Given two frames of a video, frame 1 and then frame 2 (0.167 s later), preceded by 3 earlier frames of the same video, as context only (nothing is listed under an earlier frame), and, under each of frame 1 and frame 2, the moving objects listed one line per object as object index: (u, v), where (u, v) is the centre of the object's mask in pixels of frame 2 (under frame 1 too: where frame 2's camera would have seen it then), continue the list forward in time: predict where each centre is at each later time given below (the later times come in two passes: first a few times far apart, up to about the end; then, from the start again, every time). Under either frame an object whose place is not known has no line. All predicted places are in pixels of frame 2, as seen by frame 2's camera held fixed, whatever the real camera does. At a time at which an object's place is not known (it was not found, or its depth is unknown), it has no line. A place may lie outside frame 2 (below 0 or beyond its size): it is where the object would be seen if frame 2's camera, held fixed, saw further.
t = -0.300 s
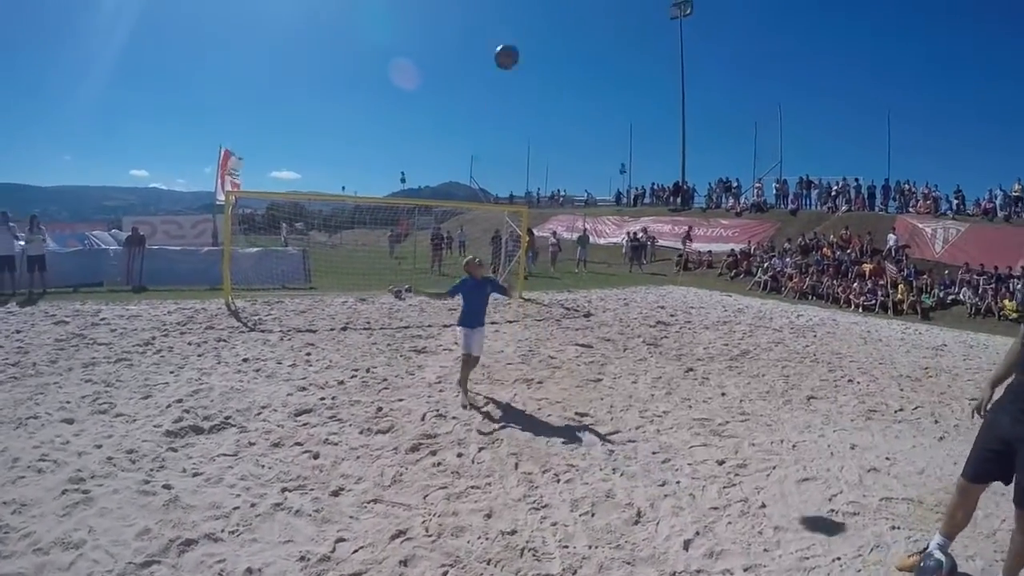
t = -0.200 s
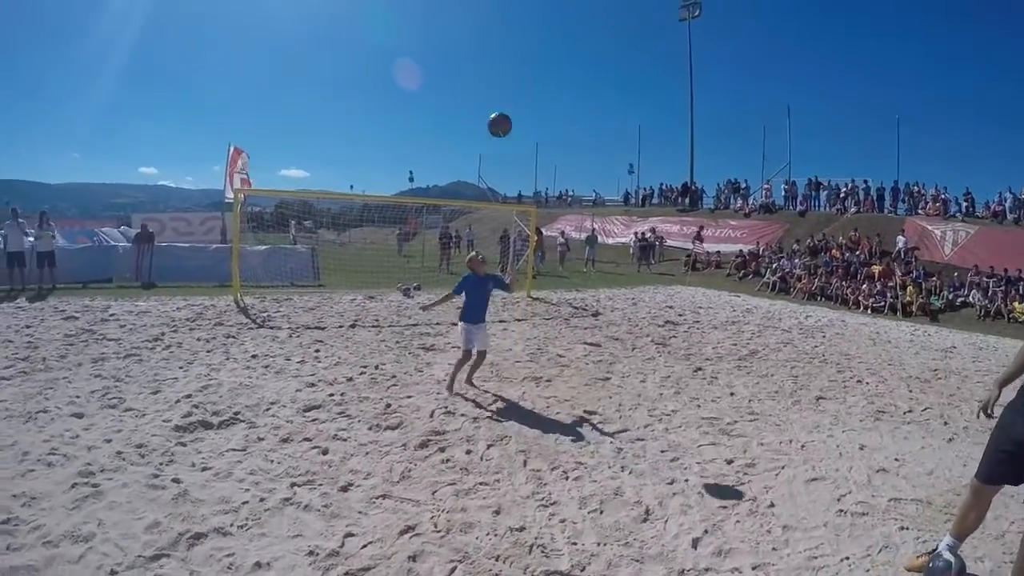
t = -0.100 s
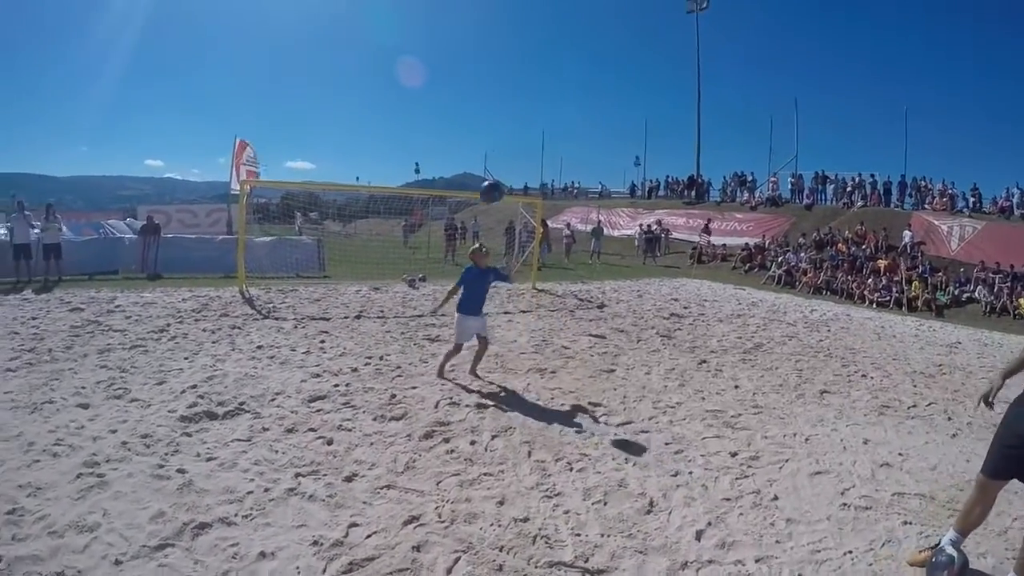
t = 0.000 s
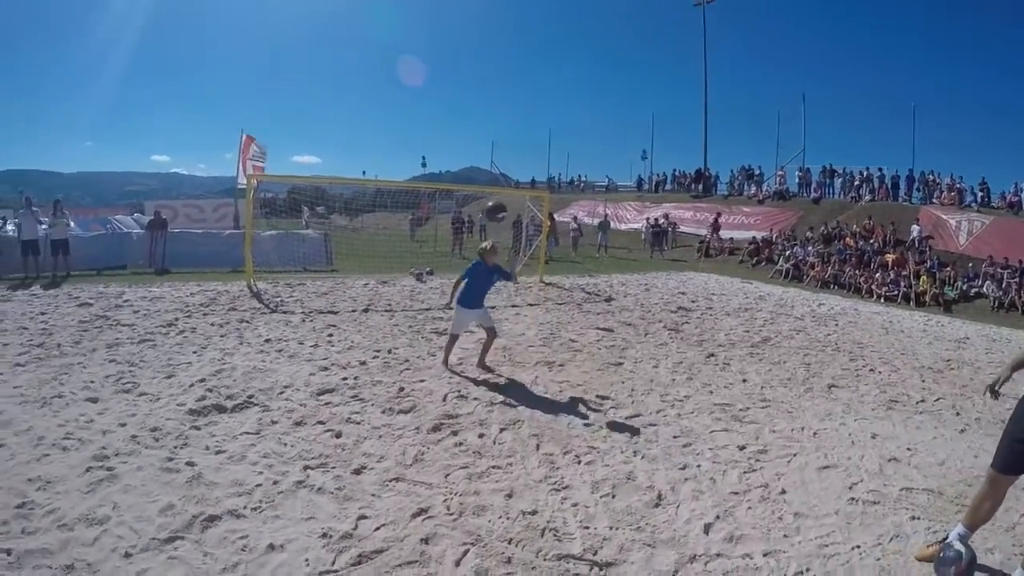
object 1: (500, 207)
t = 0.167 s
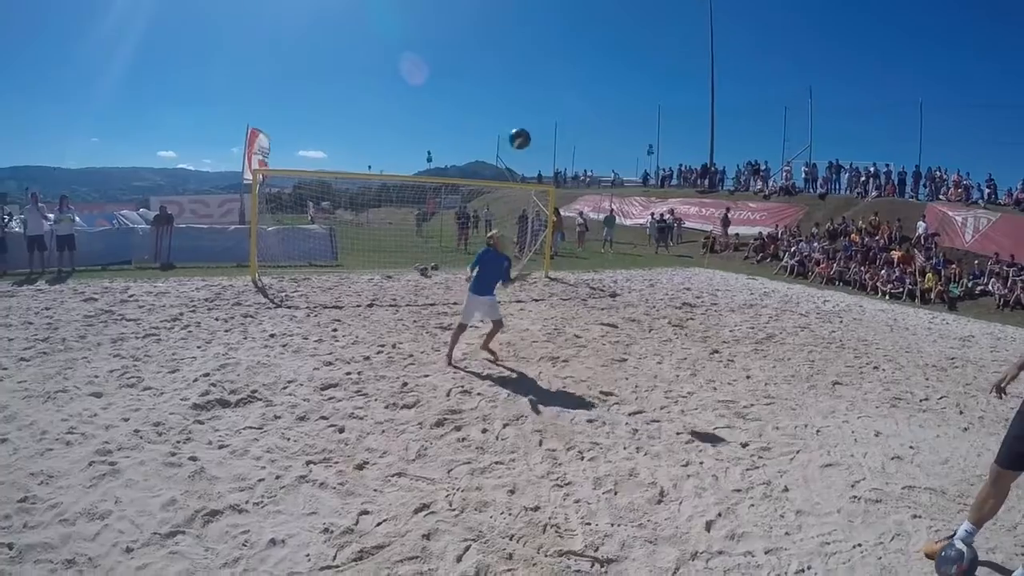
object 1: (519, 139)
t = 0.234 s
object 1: (525, 121)
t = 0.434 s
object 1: (542, 94)
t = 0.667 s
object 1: (557, 109)
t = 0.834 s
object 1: (565, 147)
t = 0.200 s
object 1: (523, 129)
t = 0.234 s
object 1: (525, 121)
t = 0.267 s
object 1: (529, 113)
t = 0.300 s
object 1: (532, 107)
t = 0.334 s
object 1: (534, 103)
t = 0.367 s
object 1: (537, 99)
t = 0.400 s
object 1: (539, 96)
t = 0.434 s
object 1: (542, 94)
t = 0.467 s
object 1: (544, 93)
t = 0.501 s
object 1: (546, 94)
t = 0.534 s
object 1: (549, 95)
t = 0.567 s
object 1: (551, 97)
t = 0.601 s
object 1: (553, 100)
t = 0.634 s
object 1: (555, 104)
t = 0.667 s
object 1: (557, 109)
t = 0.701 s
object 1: (558, 114)
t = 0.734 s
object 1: (560, 121)
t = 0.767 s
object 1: (561, 129)
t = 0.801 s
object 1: (563, 137)
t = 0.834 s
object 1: (565, 147)
